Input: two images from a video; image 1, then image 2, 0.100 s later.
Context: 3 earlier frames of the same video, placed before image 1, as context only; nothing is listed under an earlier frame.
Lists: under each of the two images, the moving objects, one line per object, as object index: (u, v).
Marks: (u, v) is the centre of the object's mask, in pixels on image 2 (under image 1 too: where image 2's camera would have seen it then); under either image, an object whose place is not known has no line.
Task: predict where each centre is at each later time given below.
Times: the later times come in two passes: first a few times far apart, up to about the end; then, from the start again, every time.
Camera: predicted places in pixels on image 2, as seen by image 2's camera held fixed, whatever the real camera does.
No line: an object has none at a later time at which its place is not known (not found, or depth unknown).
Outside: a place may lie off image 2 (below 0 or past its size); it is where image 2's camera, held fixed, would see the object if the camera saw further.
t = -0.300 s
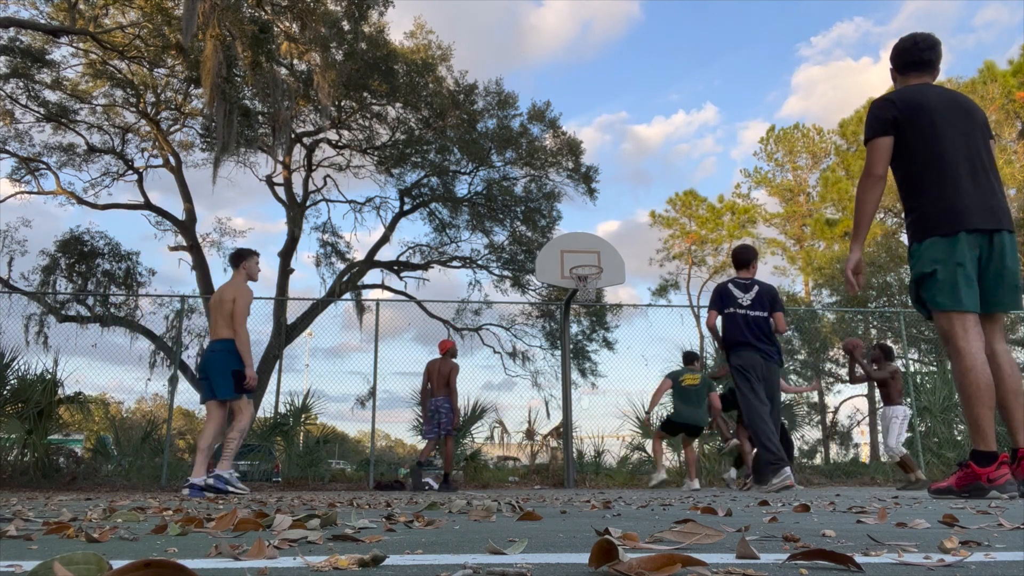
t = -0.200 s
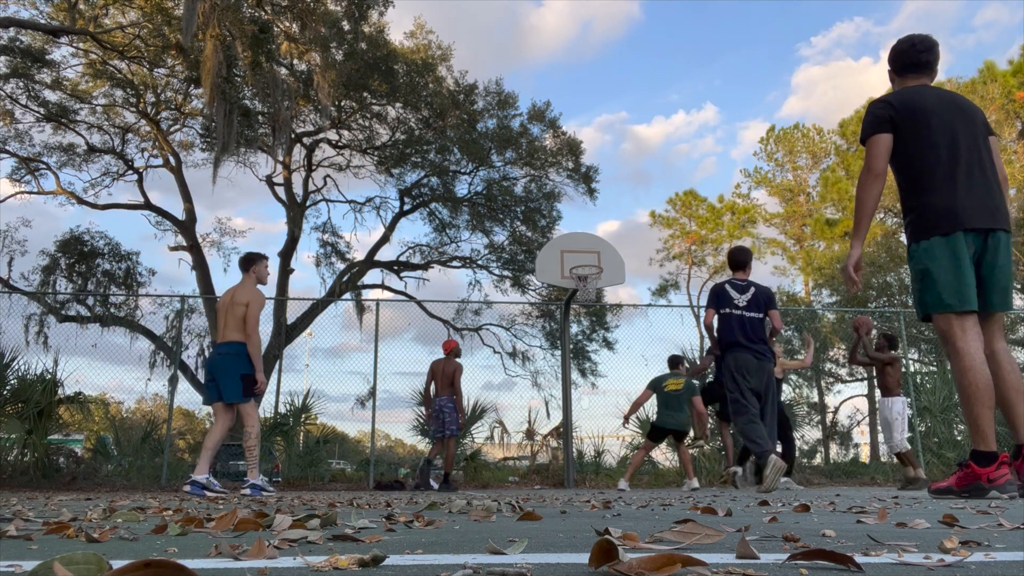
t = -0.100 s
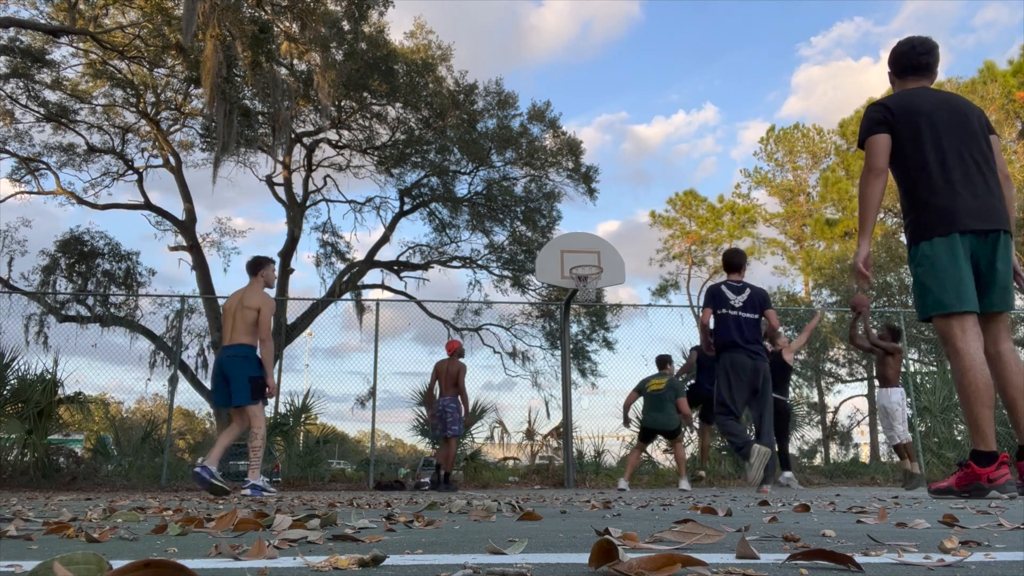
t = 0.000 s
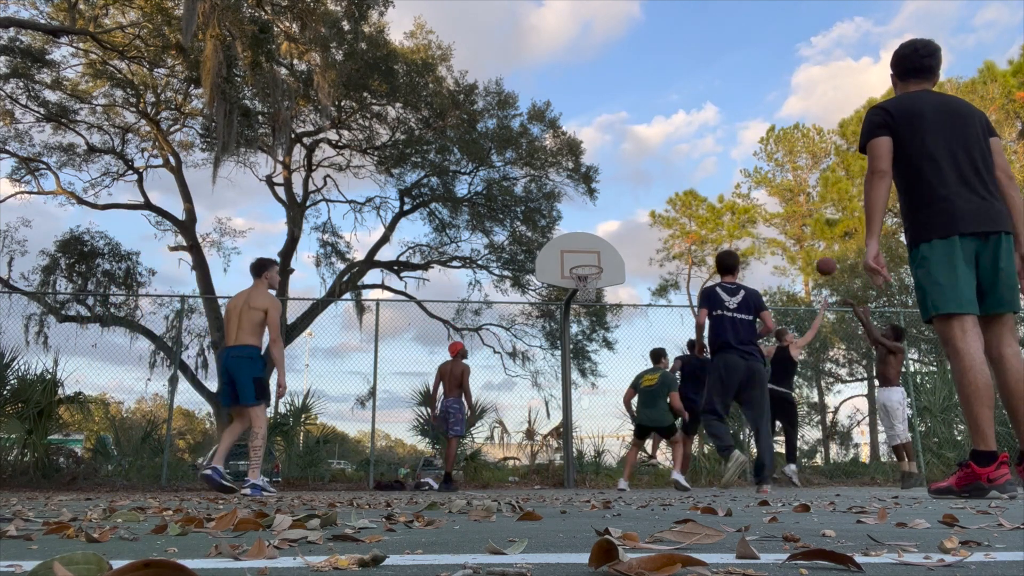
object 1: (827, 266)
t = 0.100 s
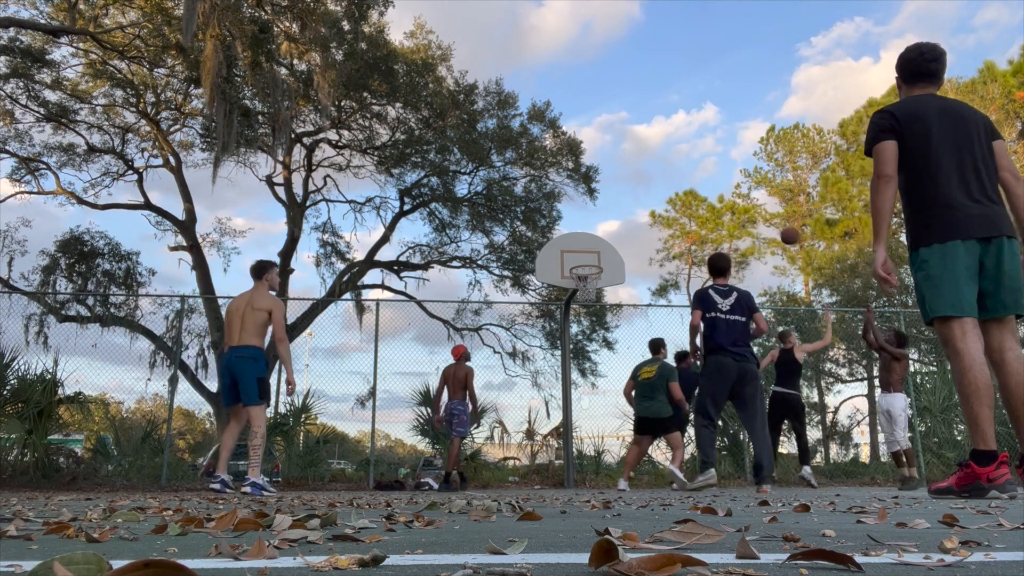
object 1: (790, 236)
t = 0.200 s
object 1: (756, 215)
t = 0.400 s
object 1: (697, 196)
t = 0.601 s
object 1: (644, 204)
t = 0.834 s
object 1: (588, 245)
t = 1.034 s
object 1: (586, 239)
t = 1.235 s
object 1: (607, 220)
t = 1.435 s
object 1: (629, 226)
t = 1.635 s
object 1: (651, 256)
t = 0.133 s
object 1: (778, 228)
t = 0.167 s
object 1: (767, 221)
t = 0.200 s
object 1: (756, 215)
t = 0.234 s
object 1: (746, 209)
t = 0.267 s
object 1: (736, 205)
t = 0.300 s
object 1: (726, 201)
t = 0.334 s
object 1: (716, 199)
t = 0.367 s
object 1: (706, 197)
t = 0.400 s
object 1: (697, 196)
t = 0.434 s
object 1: (688, 196)
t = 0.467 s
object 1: (678, 196)
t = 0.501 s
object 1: (669, 197)
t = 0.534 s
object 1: (661, 199)
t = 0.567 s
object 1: (652, 201)
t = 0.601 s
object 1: (644, 204)
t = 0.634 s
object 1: (635, 208)
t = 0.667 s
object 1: (627, 213)
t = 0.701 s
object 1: (619, 218)
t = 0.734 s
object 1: (611, 224)
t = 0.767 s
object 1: (603, 230)
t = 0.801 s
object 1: (596, 238)
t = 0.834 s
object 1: (588, 245)
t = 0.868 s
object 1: (581, 254)
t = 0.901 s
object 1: (573, 263)
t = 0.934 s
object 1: (576, 258)
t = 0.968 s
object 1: (579, 251)
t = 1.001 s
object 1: (583, 244)
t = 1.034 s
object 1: (586, 239)
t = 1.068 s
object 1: (590, 234)
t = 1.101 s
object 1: (593, 230)
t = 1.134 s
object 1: (597, 226)
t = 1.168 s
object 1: (600, 224)
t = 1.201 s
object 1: (604, 222)
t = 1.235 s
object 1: (607, 220)
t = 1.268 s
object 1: (611, 220)
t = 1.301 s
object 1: (614, 220)
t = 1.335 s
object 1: (618, 220)
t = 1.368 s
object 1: (622, 222)
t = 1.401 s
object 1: (625, 224)
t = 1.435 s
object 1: (629, 226)
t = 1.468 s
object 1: (633, 229)
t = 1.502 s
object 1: (636, 233)
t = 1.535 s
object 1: (640, 238)
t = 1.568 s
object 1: (644, 243)
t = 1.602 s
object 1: (648, 249)
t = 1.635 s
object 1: (651, 256)
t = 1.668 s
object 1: (654, 262)
